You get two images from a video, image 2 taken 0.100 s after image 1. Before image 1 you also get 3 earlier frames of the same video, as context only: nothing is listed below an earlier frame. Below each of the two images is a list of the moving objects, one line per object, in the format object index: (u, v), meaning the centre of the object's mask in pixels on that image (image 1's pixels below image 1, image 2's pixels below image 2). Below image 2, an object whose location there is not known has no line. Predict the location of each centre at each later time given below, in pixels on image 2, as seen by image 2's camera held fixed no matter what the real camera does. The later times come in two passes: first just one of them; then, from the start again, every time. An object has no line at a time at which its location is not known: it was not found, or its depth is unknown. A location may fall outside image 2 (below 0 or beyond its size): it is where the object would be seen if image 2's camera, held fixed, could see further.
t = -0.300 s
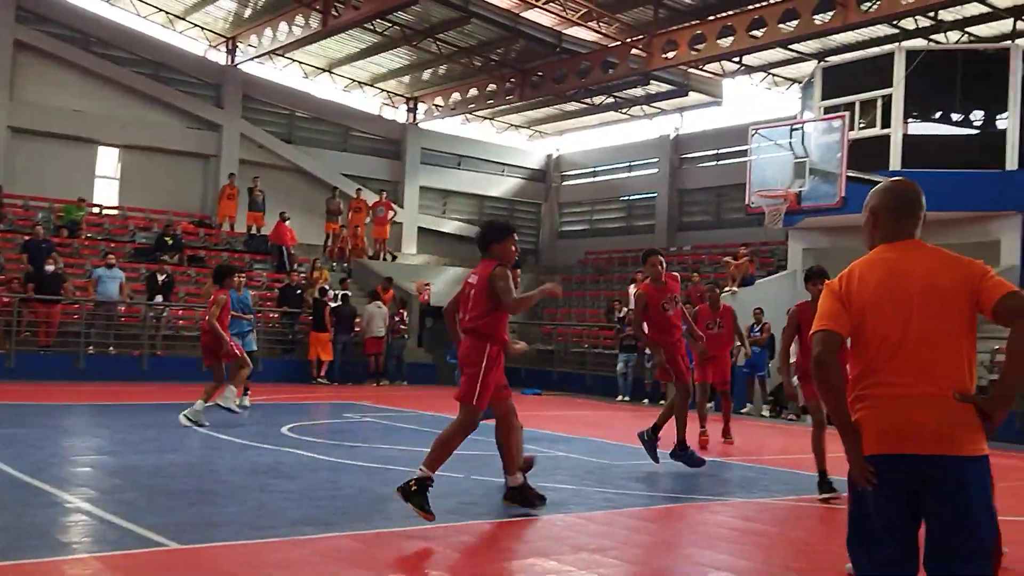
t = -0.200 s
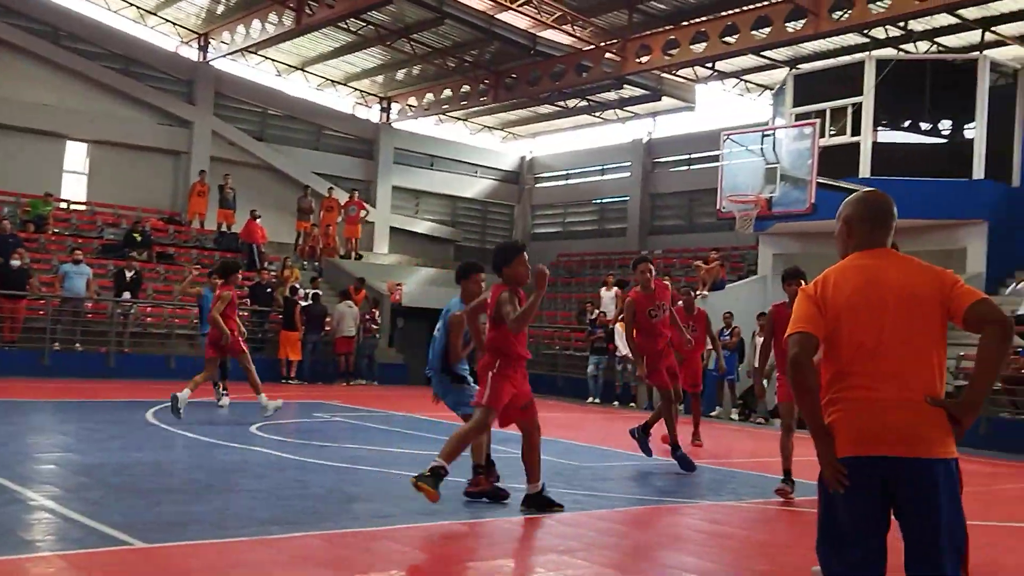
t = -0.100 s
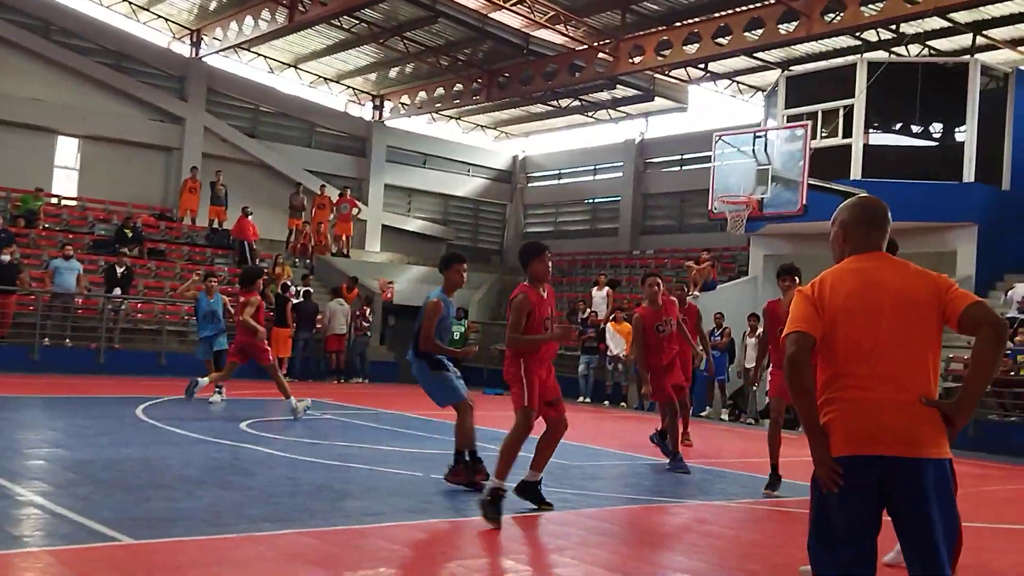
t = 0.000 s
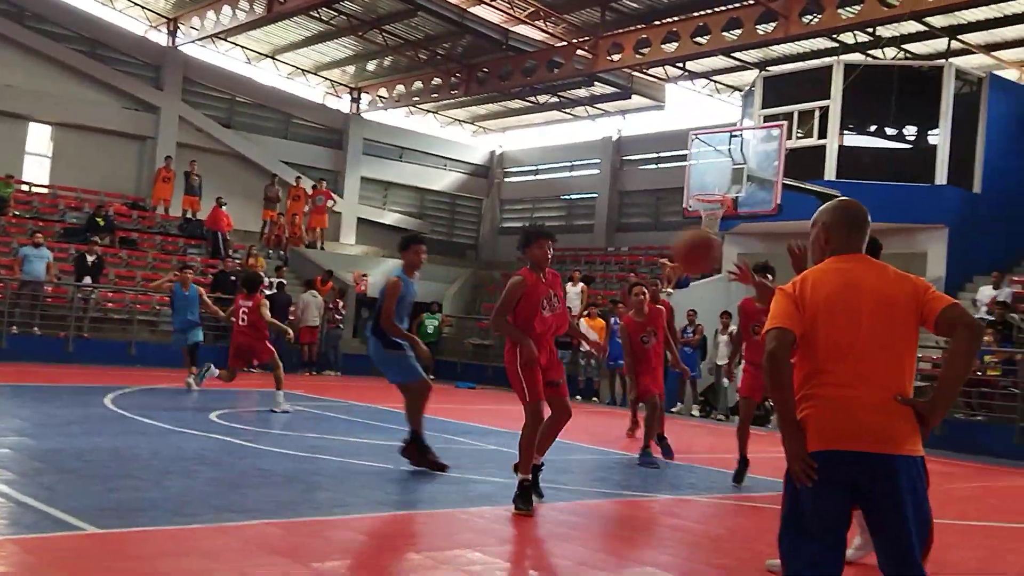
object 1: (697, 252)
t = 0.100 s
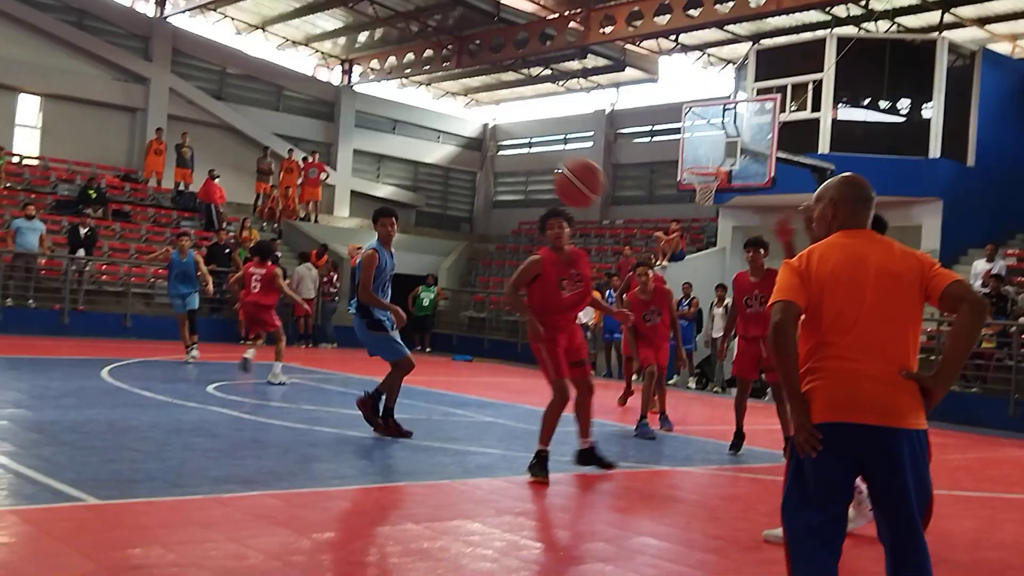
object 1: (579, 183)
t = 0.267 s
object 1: (376, 153)
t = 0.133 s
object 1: (540, 174)
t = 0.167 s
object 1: (499, 165)
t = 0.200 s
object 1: (462, 159)
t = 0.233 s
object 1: (418, 155)
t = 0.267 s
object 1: (376, 153)
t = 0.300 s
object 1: (331, 153)
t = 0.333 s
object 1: (285, 157)
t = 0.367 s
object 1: (240, 162)
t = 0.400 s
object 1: (191, 170)
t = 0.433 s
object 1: (142, 181)
